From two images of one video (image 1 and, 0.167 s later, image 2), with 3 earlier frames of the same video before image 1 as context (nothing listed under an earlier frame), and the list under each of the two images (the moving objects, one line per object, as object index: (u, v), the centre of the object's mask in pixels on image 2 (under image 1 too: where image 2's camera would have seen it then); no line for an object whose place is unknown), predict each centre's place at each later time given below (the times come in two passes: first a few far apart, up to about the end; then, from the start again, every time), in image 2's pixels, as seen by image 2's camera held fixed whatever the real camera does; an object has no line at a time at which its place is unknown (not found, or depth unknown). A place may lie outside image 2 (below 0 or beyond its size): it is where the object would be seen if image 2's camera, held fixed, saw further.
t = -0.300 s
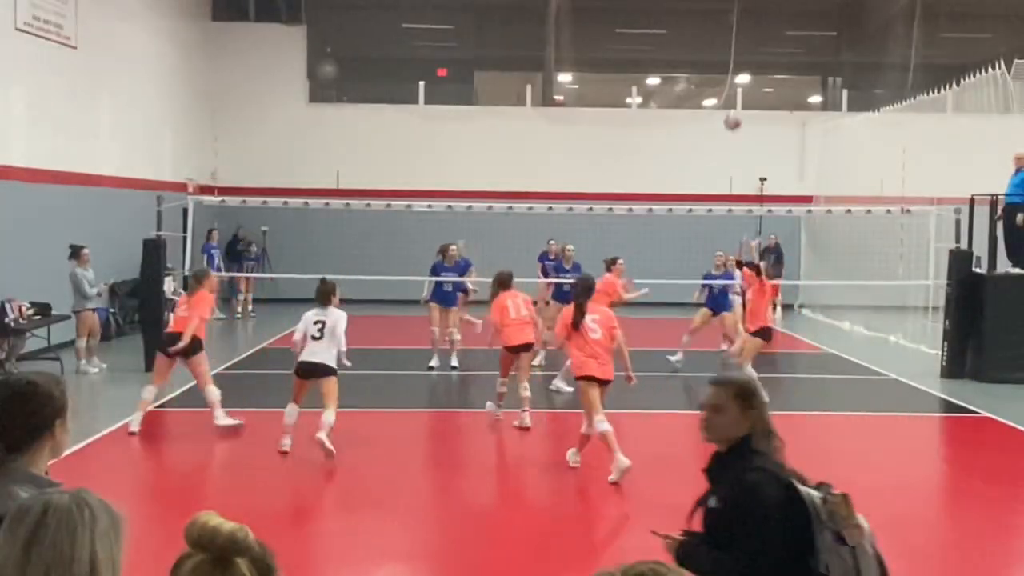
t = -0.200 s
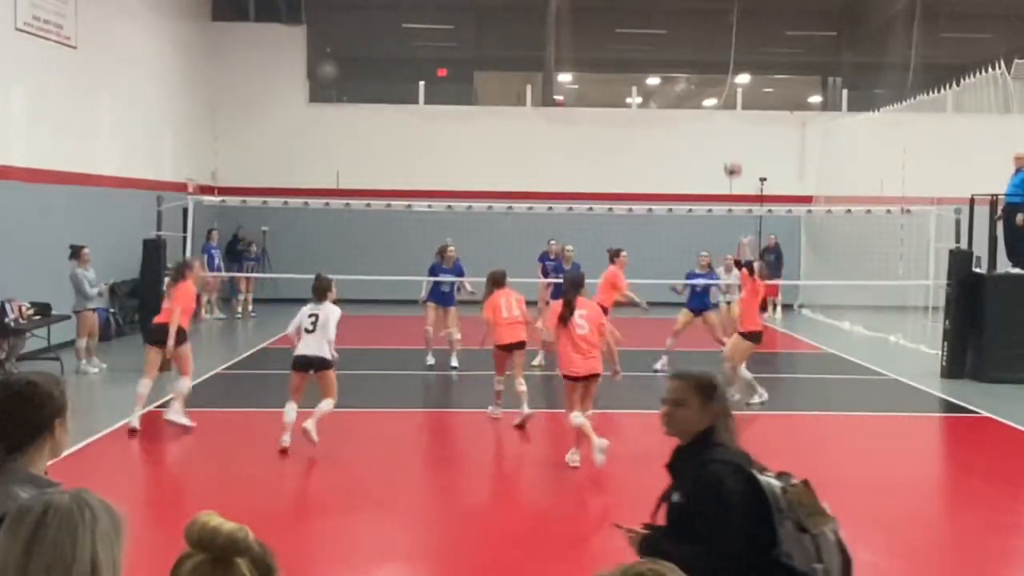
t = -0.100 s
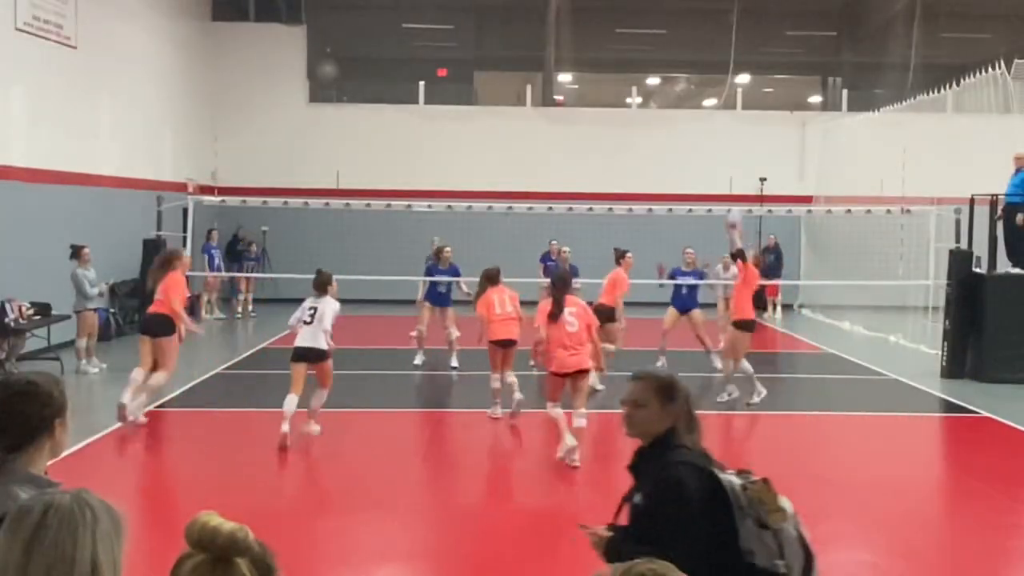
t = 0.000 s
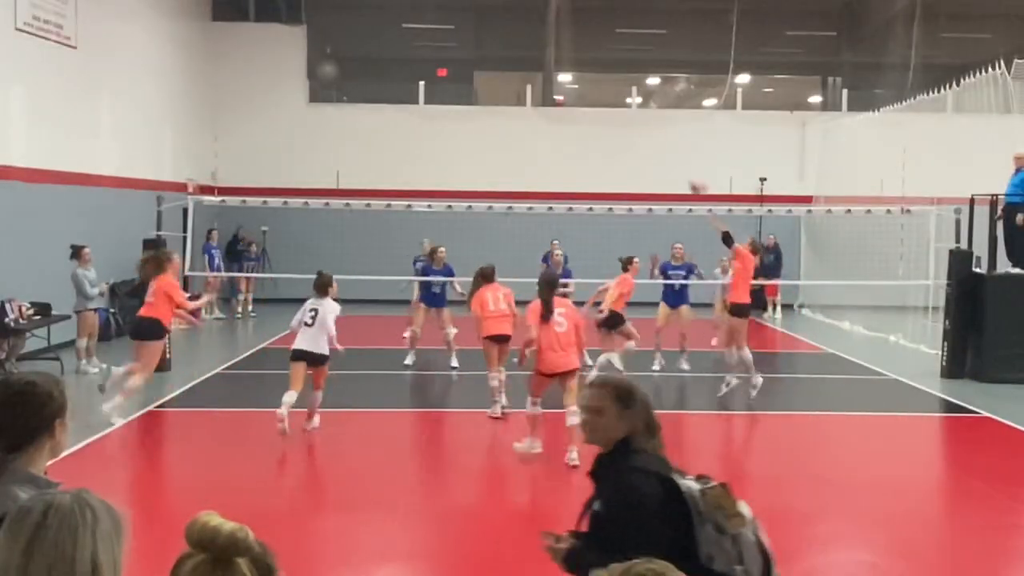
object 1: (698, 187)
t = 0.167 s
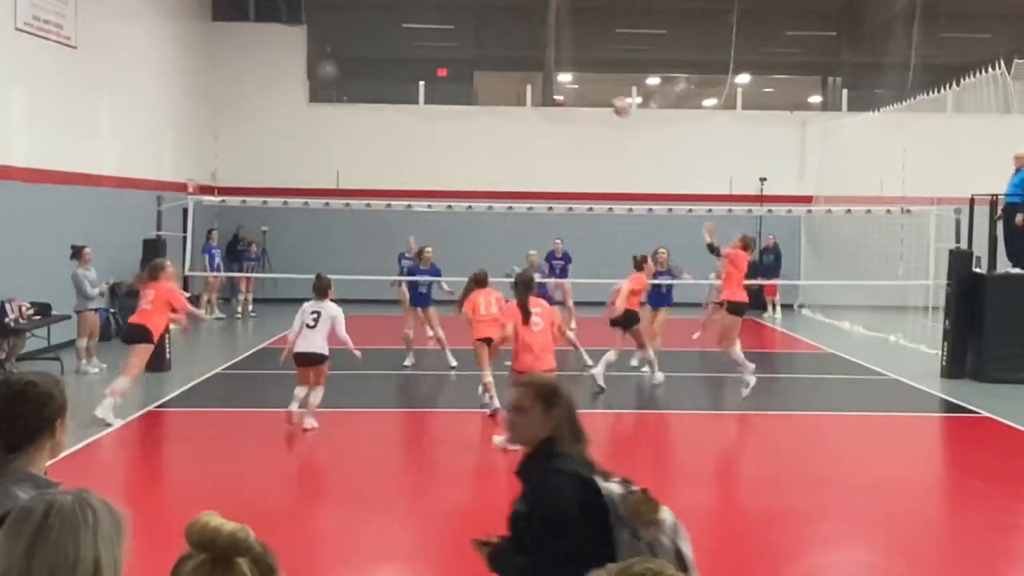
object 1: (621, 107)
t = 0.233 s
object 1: (592, 80)
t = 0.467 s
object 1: (492, 35)
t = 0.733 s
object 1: (386, 37)
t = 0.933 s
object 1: (315, 77)
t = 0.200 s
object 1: (606, 90)
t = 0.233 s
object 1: (592, 80)
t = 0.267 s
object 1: (577, 70)
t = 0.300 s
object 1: (562, 64)
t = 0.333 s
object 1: (548, 55)
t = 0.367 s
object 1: (533, 49)
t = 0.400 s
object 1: (520, 43)
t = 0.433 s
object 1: (506, 38)
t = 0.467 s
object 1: (492, 35)
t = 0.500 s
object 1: (478, 32)
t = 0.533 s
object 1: (465, 29)
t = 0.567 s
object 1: (451, 28)
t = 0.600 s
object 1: (438, 28)
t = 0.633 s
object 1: (425, 29)
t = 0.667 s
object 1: (412, 30)
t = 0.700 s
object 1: (400, 34)
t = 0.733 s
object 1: (386, 37)
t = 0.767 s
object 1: (375, 42)
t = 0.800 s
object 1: (362, 47)
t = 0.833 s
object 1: (350, 53)
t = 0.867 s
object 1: (338, 60)
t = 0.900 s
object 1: (326, 68)
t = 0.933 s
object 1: (315, 77)
